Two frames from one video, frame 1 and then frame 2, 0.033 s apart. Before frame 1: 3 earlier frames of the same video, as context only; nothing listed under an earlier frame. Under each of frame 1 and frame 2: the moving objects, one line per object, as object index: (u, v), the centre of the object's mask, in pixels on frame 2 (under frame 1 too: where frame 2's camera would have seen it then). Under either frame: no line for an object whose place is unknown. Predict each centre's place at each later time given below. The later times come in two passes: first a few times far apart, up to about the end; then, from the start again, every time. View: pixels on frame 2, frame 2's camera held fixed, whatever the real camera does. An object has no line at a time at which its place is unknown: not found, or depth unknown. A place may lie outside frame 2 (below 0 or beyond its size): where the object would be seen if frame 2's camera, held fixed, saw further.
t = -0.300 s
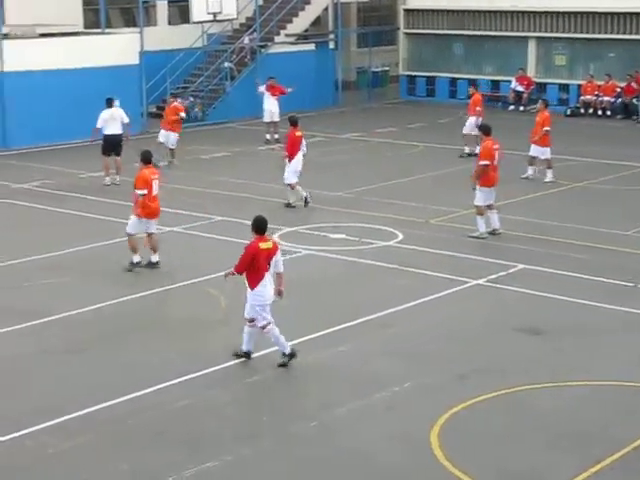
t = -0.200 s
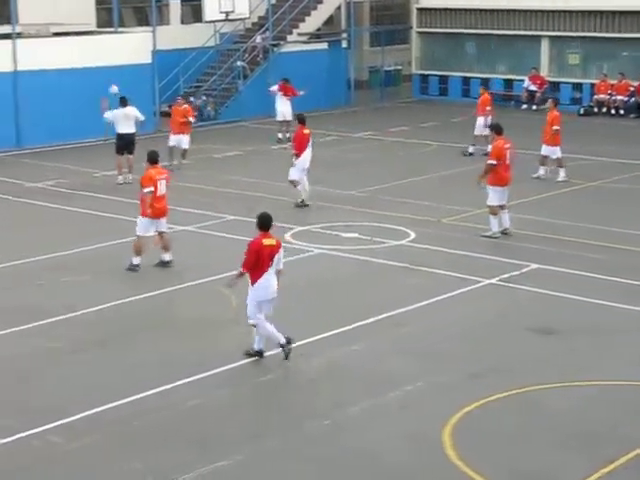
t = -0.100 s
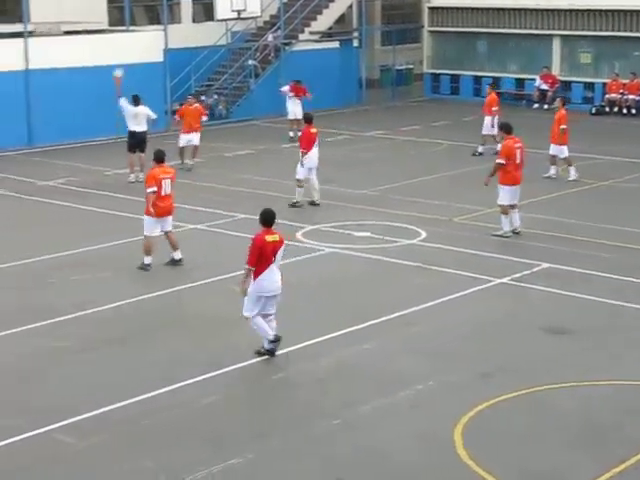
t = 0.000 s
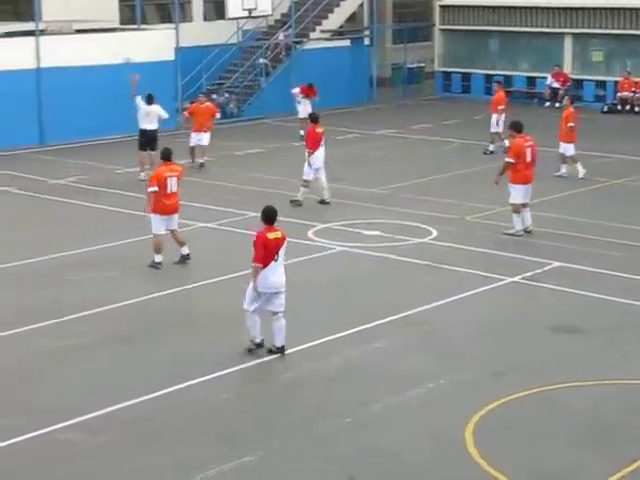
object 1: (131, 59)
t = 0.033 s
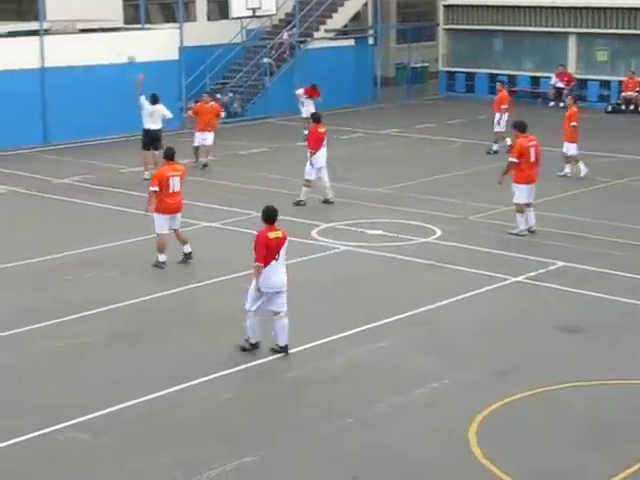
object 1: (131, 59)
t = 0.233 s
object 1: (128, 52)
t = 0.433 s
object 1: (126, 62)
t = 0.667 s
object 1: (126, 101)
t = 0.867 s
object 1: (126, 157)
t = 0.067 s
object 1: (130, 55)
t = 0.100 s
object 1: (129, 54)
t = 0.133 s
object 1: (128, 52)
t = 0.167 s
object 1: (128, 53)
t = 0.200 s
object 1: (128, 52)
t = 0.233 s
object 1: (128, 52)
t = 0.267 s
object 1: (128, 52)
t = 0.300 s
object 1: (128, 53)
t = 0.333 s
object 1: (127, 55)
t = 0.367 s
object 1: (126, 58)
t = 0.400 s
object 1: (125, 59)
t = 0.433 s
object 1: (126, 62)
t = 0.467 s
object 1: (126, 66)
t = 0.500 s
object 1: (126, 71)
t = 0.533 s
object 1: (126, 76)
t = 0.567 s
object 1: (126, 81)
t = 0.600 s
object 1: (126, 88)
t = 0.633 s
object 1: (126, 95)
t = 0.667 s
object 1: (126, 101)
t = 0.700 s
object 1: (125, 109)
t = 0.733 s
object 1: (125, 118)
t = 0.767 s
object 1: (125, 127)
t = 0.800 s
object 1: (126, 138)
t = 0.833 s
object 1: (126, 148)
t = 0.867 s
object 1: (126, 157)
